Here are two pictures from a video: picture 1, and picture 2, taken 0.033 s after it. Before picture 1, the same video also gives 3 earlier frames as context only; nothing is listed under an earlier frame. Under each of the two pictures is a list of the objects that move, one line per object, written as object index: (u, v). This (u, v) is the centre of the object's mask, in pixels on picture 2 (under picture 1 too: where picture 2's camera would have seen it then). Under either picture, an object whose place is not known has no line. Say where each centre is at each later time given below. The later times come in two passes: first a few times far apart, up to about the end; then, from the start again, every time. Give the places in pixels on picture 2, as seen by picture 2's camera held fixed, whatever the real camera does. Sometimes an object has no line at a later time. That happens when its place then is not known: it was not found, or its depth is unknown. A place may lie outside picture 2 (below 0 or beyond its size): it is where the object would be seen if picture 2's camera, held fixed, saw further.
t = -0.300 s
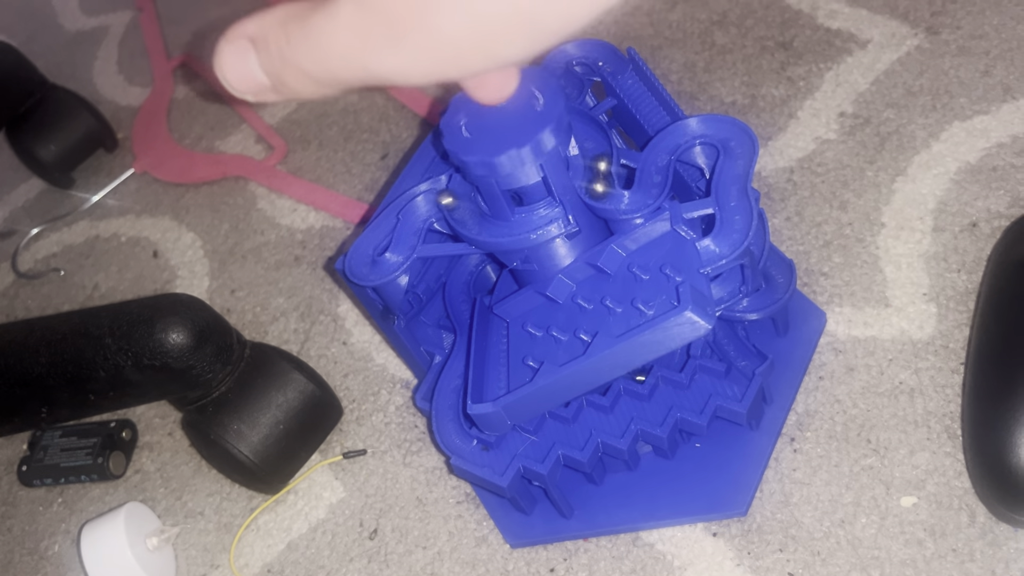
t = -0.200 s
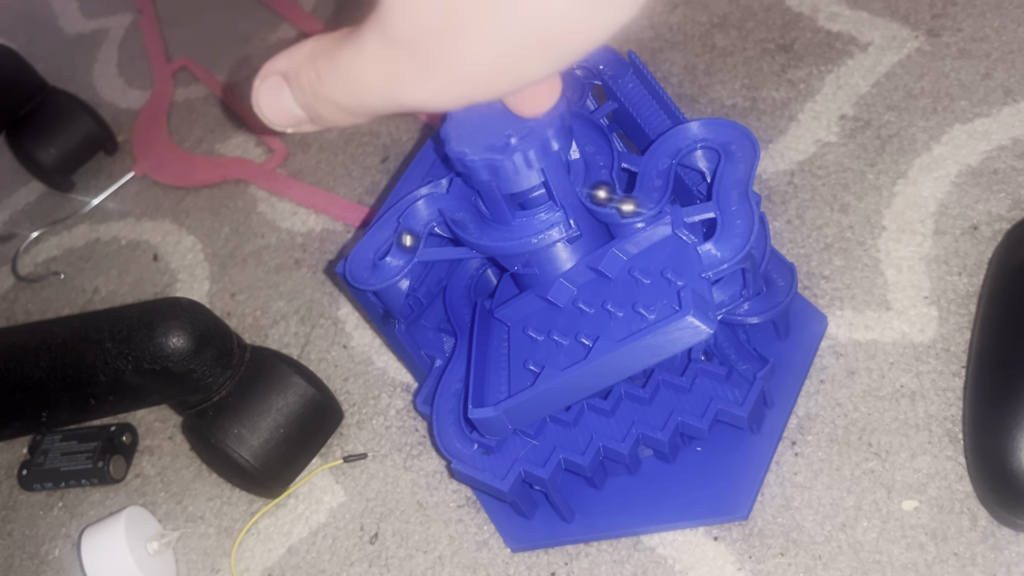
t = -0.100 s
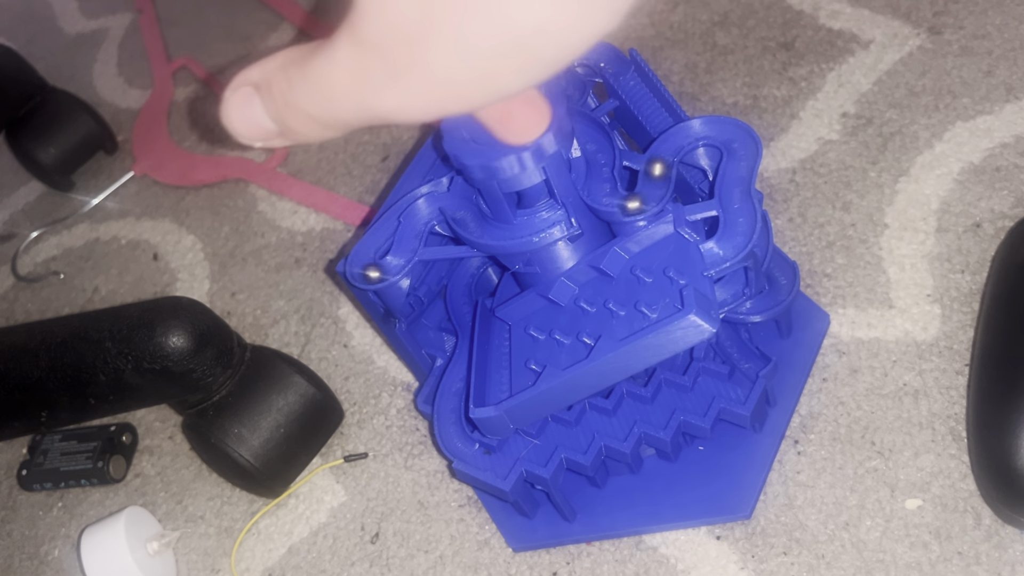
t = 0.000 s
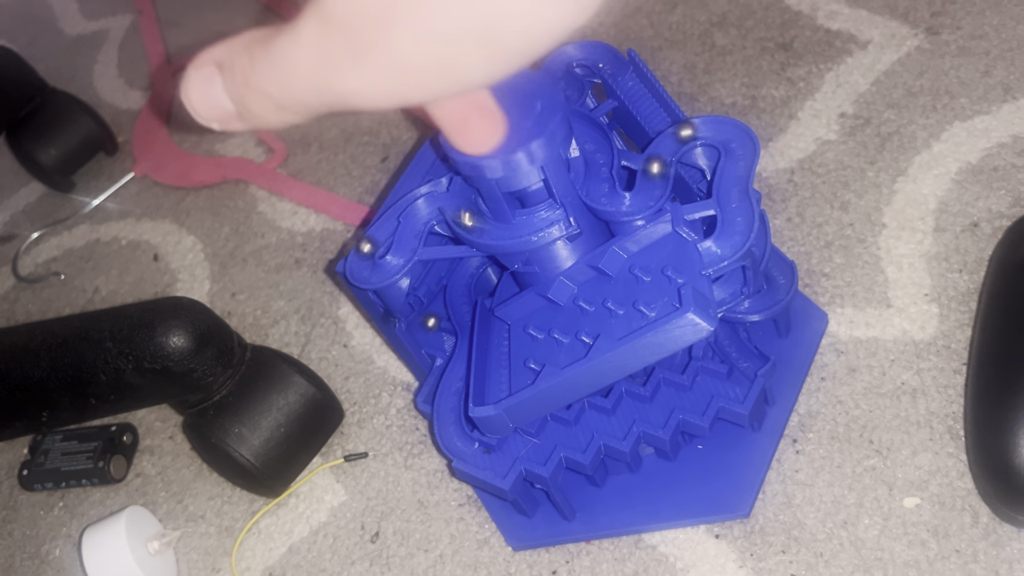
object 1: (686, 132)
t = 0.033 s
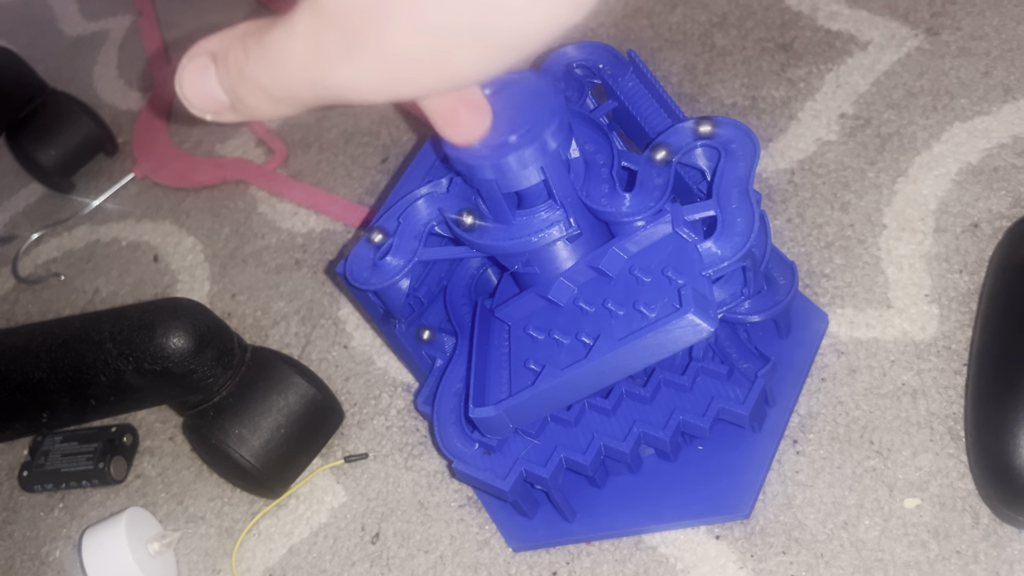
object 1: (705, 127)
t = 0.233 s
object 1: (735, 198)
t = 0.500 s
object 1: (682, 254)
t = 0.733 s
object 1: (598, 295)
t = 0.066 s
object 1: (723, 127)
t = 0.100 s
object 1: (735, 137)
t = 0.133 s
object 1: (741, 152)
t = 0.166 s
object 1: (737, 167)
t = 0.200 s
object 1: (733, 184)
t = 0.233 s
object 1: (735, 198)
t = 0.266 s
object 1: (739, 212)
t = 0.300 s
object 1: (736, 228)
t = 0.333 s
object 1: (727, 243)
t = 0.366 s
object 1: (709, 252)
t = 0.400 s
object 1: (690, 261)
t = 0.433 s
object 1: (693, 259)
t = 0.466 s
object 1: (687, 260)
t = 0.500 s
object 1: (682, 254)
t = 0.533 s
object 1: (672, 252)
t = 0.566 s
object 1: (652, 255)
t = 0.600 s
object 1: (638, 253)
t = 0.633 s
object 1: (624, 260)
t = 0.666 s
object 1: (612, 281)
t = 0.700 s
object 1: (597, 299)
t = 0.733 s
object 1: (598, 295)
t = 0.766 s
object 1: (600, 294)
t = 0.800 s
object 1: (594, 301)
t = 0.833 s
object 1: (593, 311)
